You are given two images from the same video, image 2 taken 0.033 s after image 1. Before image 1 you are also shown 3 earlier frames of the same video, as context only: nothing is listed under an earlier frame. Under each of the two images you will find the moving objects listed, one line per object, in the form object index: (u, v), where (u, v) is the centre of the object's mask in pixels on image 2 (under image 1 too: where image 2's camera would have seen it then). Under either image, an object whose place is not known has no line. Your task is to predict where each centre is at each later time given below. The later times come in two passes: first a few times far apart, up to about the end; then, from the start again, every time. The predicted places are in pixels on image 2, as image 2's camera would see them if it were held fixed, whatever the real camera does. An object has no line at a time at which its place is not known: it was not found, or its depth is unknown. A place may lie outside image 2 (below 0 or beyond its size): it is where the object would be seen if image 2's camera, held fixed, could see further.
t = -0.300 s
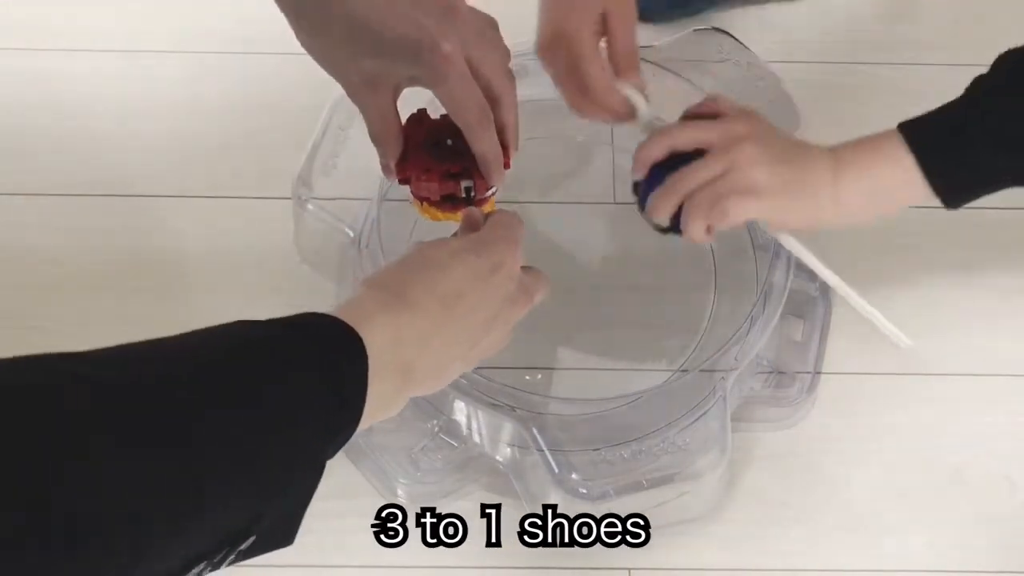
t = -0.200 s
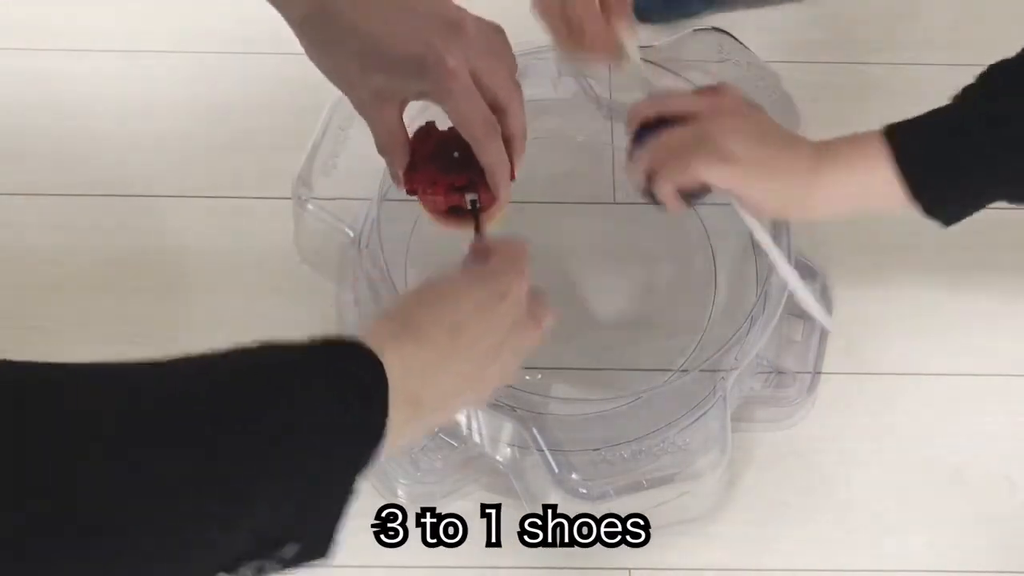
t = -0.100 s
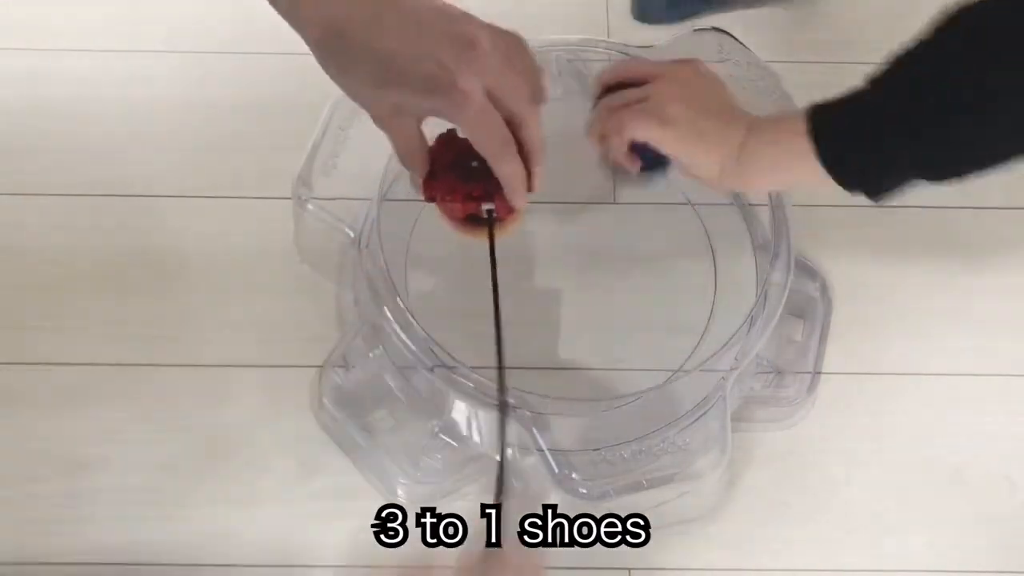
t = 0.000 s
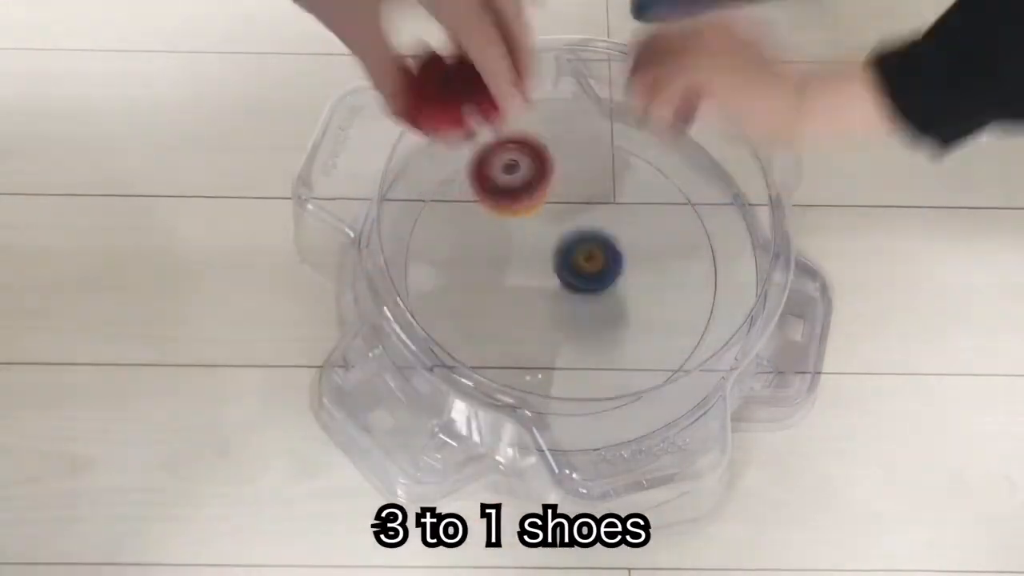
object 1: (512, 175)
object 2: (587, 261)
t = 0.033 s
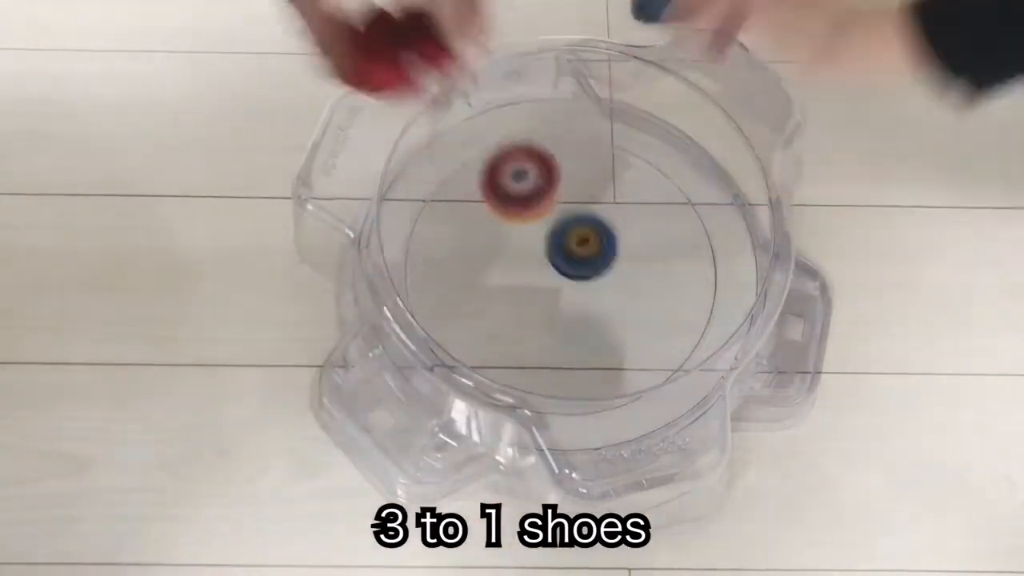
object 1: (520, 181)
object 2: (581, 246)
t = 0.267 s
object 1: (427, 172)
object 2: (666, 273)
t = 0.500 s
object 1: (474, 227)
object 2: (610, 276)
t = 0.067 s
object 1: (526, 196)
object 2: (577, 240)
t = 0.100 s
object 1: (502, 194)
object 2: (594, 256)
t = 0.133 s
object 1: (472, 195)
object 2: (618, 284)
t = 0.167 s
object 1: (445, 202)
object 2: (636, 287)
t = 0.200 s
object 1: (431, 198)
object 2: (648, 276)
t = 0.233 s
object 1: (428, 181)
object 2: (657, 272)
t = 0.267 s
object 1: (427, 172)
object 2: (666, 273)
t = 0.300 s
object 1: (426, 171)
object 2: (671, 281)
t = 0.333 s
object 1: (426, 176)
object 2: (672, 288)
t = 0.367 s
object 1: (427, 190)
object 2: (662, 279)
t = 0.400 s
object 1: (430, 210)
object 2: (651, 277)
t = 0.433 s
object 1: (442, 213)
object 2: (638, 280)
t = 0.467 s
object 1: (457, 215)
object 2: (624, 280)
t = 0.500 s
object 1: (474, 227)
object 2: (610, 276)
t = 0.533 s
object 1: (491, 245)
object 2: (595, 278)
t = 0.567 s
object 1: (506, 264)
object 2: (581, 276)
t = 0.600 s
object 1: (476, 262)
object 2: (603, 281)
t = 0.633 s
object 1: (434, 262)
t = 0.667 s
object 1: (400, 262)
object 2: (669, 288)
